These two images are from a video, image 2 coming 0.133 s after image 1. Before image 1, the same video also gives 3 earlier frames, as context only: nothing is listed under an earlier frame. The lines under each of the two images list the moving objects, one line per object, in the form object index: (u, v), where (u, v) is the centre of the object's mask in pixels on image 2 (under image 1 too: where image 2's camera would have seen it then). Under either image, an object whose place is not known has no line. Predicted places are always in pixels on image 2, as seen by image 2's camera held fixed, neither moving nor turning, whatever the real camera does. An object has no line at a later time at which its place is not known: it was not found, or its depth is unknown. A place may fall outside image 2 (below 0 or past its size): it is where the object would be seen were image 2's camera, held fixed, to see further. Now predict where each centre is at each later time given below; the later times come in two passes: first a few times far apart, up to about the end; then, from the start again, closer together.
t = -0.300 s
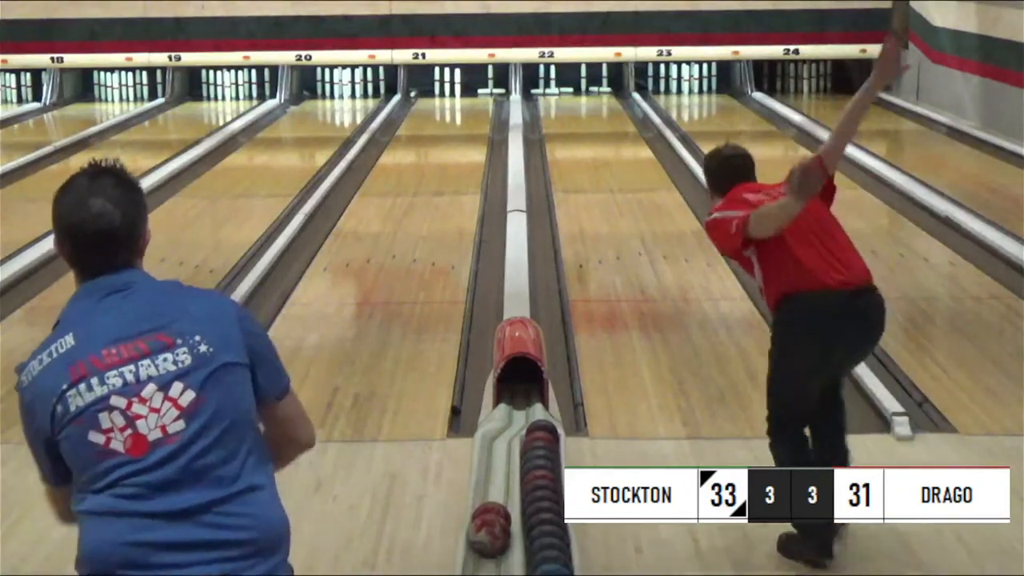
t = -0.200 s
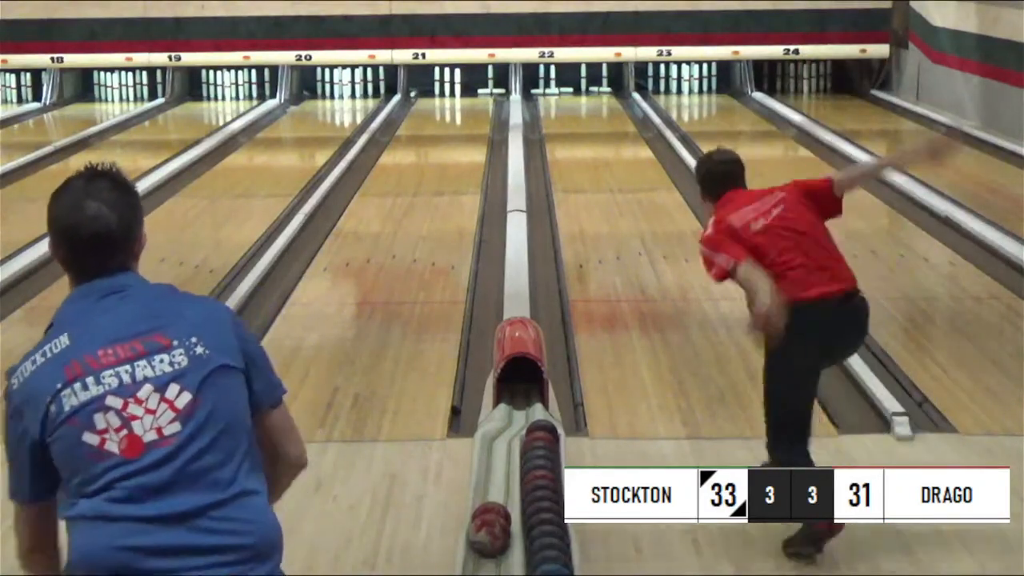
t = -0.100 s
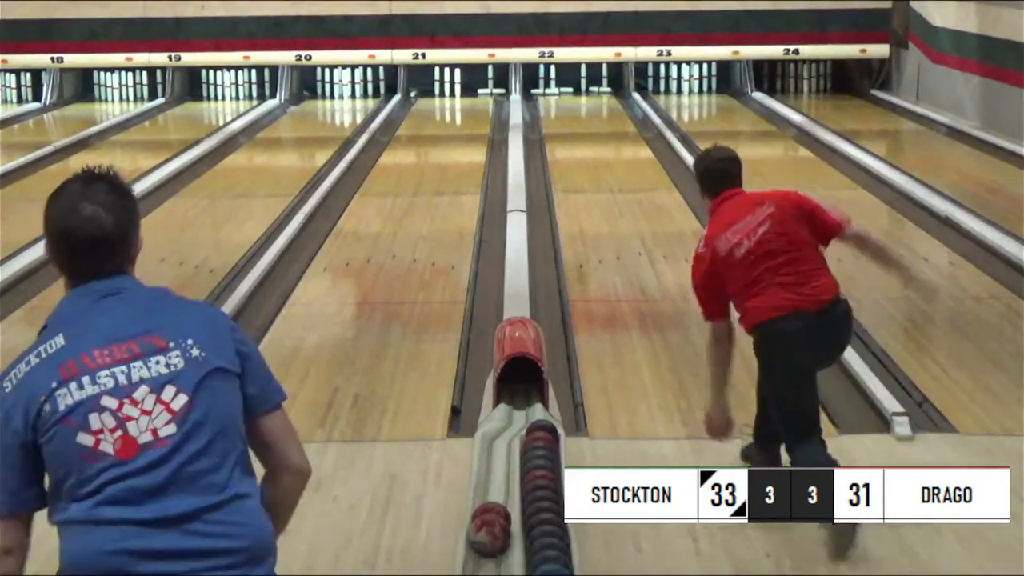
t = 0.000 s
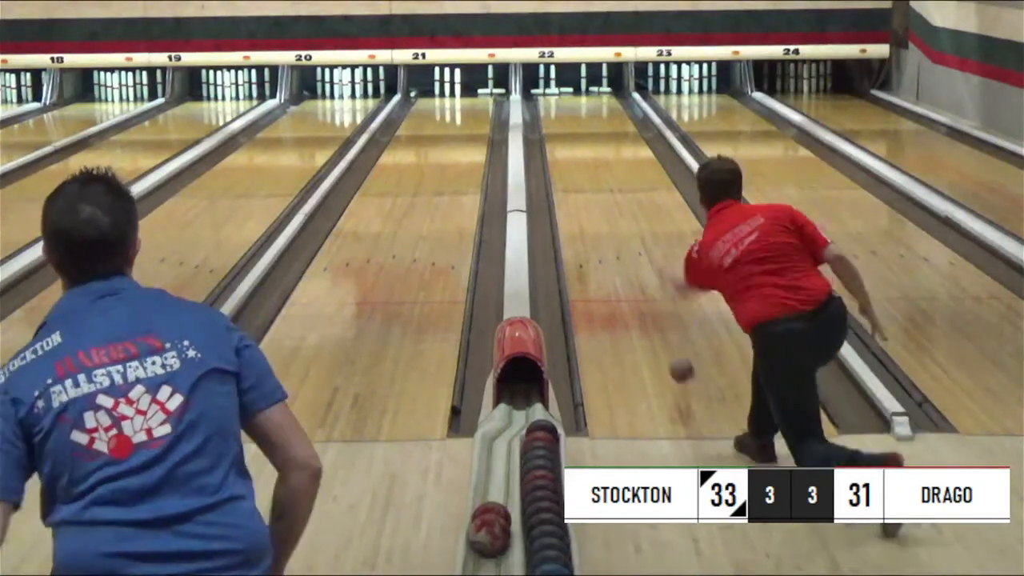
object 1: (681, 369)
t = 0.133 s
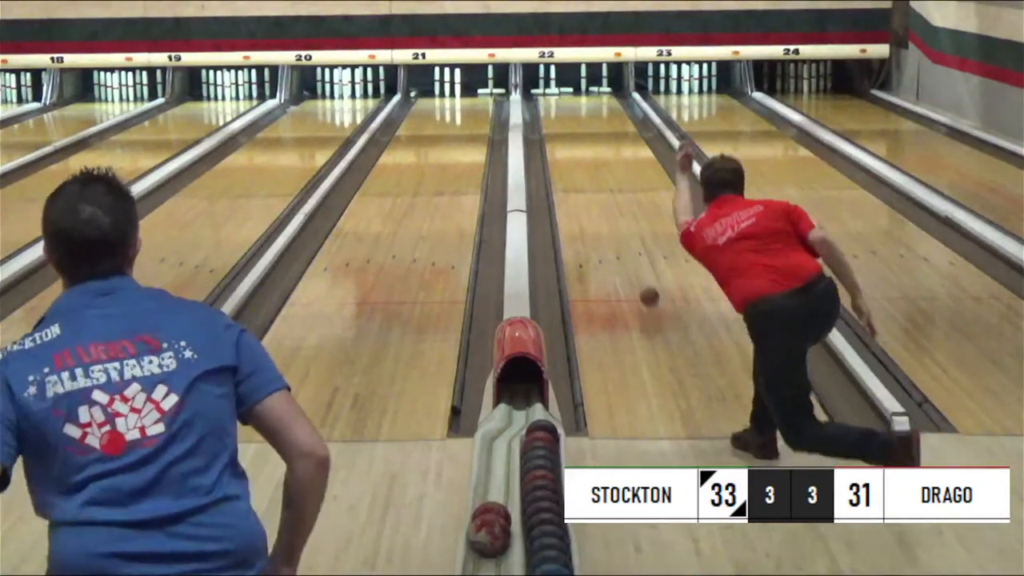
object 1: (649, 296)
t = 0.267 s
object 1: (626, 247)
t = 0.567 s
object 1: (595, 175)
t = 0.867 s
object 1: (577, 132)
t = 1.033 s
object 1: (568, 114)
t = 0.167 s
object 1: (642, 282)
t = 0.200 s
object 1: (637, 271)
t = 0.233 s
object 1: (632, 261)
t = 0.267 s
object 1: (626, 247)
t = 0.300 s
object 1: (622, 236)
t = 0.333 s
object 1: (617, 228)
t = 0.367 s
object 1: (613, 219)
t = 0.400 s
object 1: (610, 209)
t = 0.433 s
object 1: (606, 202)
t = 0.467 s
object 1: (603, 196)
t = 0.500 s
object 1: (601, 184)
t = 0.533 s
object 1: (598, 181)
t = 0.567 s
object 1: (595, 175)
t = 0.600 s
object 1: (592, 170)
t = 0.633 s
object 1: (590, 163)
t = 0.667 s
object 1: (587, 158)
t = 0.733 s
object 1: (583, 148)
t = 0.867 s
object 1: (577, 132)
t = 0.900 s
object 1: (574, 128)
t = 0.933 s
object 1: (573, 125)
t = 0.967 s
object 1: (571, 120)
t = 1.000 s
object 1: (570, 118)
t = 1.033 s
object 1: (568, 114)
